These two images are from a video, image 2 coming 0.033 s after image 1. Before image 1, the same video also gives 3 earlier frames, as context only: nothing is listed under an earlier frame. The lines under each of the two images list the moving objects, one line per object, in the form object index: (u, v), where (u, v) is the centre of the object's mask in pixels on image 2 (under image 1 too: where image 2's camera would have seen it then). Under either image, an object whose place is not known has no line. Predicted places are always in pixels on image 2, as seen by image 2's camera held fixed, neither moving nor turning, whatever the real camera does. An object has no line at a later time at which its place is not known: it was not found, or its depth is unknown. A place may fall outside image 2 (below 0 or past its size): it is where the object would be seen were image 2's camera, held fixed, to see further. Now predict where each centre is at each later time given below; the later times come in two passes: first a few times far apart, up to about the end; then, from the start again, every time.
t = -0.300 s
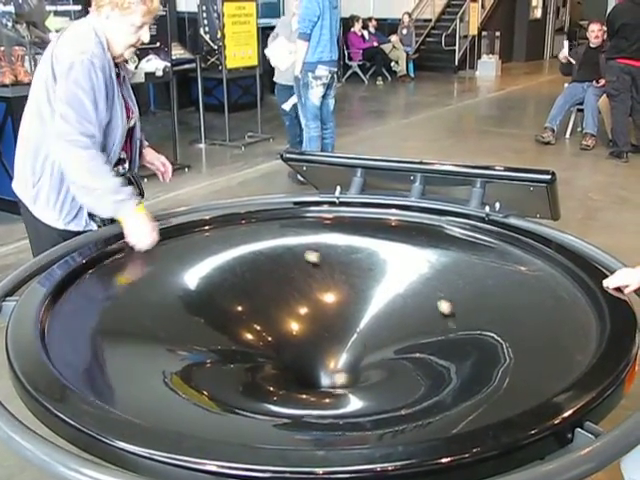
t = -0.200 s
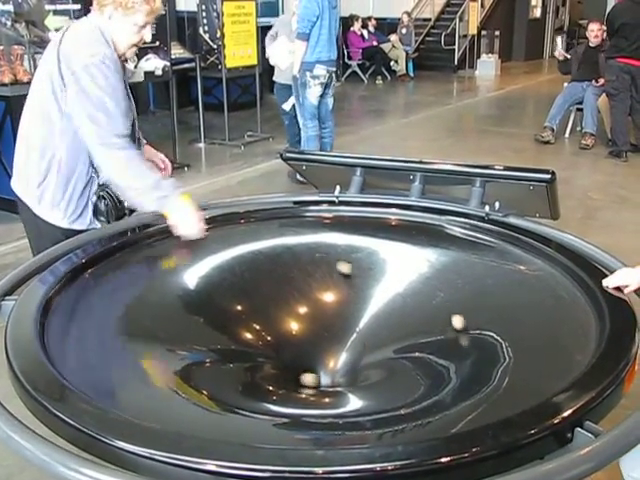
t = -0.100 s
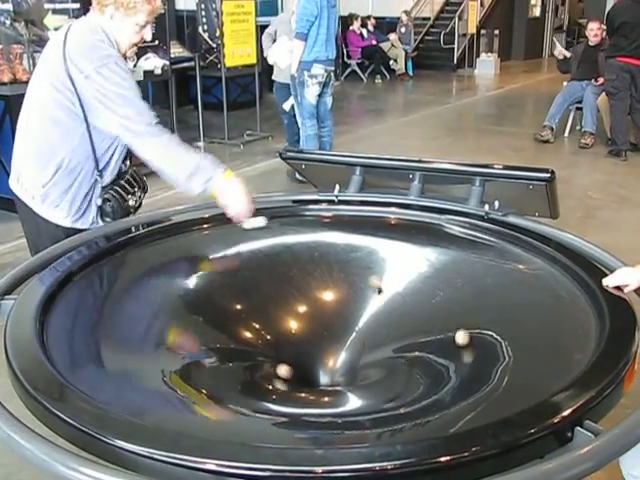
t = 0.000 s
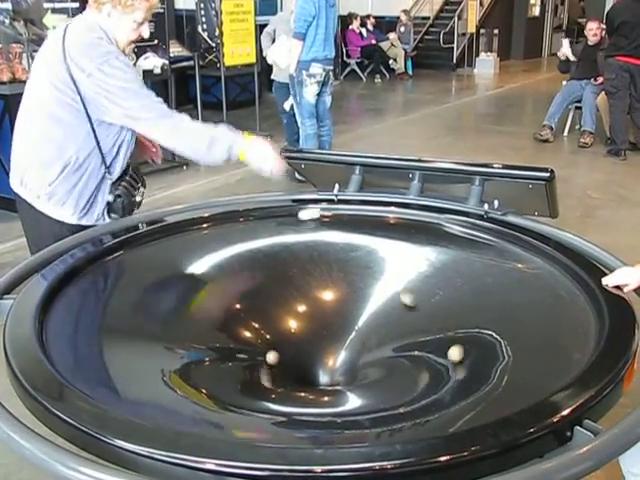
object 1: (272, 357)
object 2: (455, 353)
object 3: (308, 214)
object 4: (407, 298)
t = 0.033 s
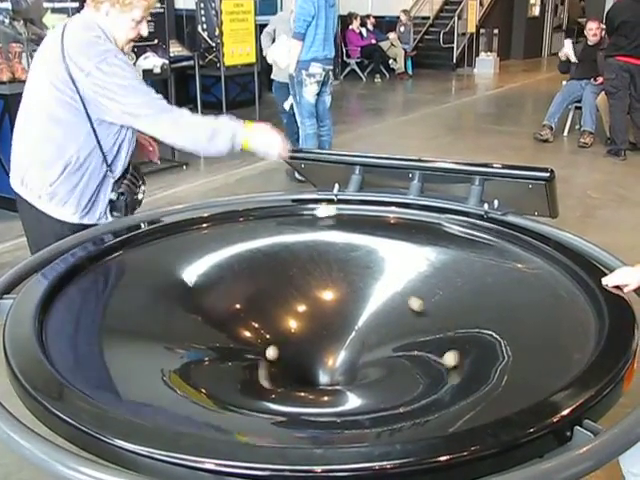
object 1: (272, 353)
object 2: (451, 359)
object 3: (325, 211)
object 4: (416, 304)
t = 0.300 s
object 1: (317, 334)
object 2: (373, 392)
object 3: (441, 222)
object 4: (453, 350)
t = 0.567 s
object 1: (367, 356)
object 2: (265, 390)
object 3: (526, 251)
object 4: (419, 391)
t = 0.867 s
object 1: (310, 378)
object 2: (198, 353)
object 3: (585, 298)
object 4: (317, 412)
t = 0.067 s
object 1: (273, 348)
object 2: (445, 364)
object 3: (340, 211)
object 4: (424, 310)
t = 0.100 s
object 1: (276, 344)
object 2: (439, 370)
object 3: (356, 213)
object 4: (432, 316)
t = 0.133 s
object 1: (280, 341)
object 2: (430, 375)
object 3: (370, 215)
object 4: (438, 321)
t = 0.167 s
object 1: (286, 338)
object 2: (420, 379)
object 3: (385, 218)
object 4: (443, 327)
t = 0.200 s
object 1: (293, 336)
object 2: (409, 383)
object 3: (399, 219)
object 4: (448, 333)
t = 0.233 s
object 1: (300, 334)
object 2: (398, 387)
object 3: (413, 220)
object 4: (451, 338)
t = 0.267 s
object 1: (309, 334)
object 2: (387, 390)
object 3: (429, 221)
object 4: (452, 344)
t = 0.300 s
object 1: (317, 334)
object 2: (373, 392)
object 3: (441, 222)
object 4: (453, 350)
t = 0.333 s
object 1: (326, 334)
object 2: (361, 393)
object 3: (452, 224)
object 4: (453, 355)
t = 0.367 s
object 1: (335, 336)
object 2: (344, 395)
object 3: (463, 228)
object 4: (451, 361)
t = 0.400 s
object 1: (343, 338)
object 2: (332, 396)
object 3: (473, 232)
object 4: (448, 366)
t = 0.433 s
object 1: (351, 341)
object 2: (318, 397)
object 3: (484, 236)
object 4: (445, 372)
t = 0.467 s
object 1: (358, 344)
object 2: (304, 396)
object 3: (494, 240)
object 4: (440, 377)
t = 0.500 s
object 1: (362, 348)
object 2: (290, 395)
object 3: (505, 244)
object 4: (434, 382)
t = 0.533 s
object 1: (365, 352)
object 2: (277, 393)
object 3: (515, 247)
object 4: (427, 387)
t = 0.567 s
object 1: (367, 356)
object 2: (265, 390)
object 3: (526, 251)
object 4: (419, 391)
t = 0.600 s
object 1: (366, 360)
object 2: (253, 387)
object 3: (536, 254)
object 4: (409, 395)
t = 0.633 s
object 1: (363, 365)
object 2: (243, 384)
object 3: (545, 258)
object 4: (399, 398)
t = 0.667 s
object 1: (359, 368)
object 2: (233, 380)
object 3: (551, 264)
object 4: (389, 402)
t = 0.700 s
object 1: (354, 371)
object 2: (224, 376)
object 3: (558, 269)
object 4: (378, 404)
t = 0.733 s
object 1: (347, 375)
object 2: (216, 372)
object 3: (565, 274)
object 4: (366, 407)
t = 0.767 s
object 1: (338, 377)
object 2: (209, 367)
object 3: (571, 280)
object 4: (355, 408)
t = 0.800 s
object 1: (329, 378)
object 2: (204, 363)
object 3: (577, 285)
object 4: (341, 410)
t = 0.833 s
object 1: (320, 378)
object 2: (201, 358)
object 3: (581, 292)
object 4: (329, 412)
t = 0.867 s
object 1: (310, 378)
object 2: (198, 353)
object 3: (585, 298)
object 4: (317, 412)
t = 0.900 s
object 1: (302, 377)
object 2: (197, 347)
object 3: (588, 304)
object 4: (304, 411)
